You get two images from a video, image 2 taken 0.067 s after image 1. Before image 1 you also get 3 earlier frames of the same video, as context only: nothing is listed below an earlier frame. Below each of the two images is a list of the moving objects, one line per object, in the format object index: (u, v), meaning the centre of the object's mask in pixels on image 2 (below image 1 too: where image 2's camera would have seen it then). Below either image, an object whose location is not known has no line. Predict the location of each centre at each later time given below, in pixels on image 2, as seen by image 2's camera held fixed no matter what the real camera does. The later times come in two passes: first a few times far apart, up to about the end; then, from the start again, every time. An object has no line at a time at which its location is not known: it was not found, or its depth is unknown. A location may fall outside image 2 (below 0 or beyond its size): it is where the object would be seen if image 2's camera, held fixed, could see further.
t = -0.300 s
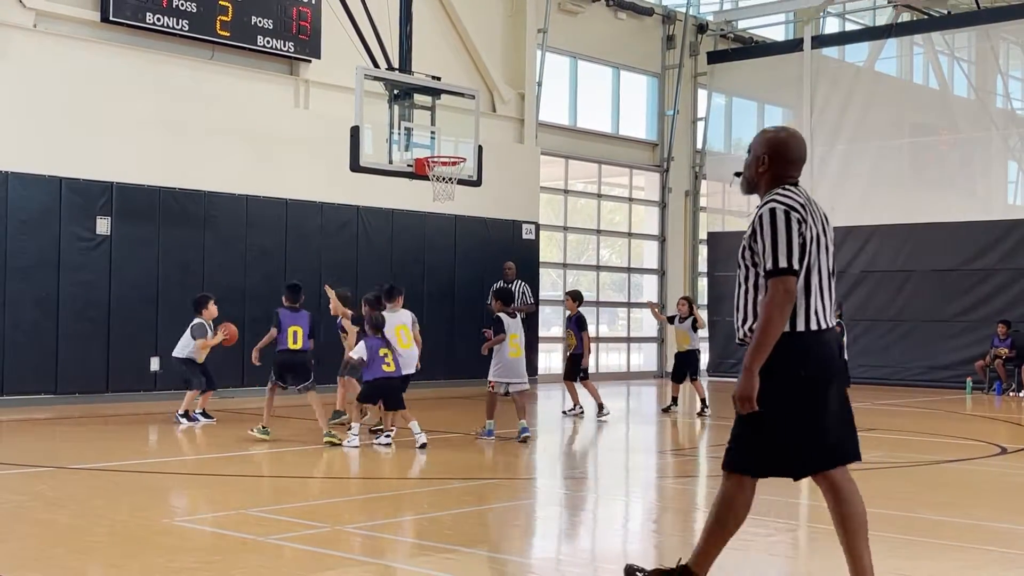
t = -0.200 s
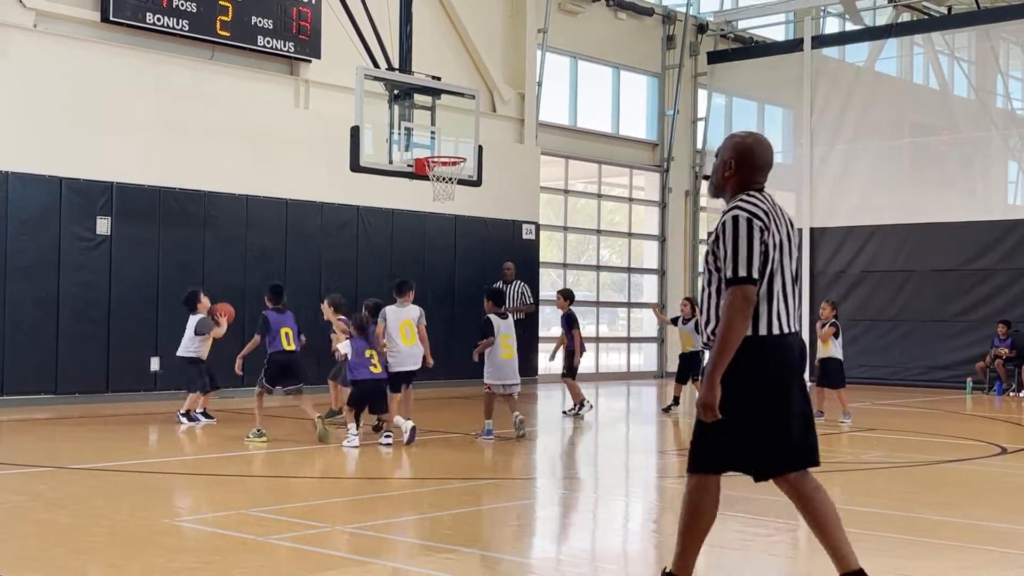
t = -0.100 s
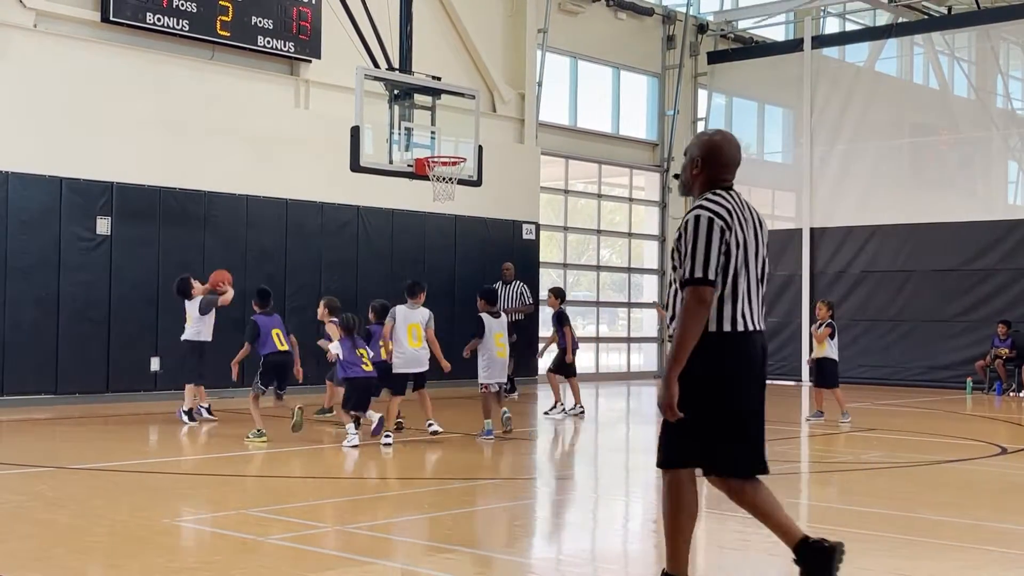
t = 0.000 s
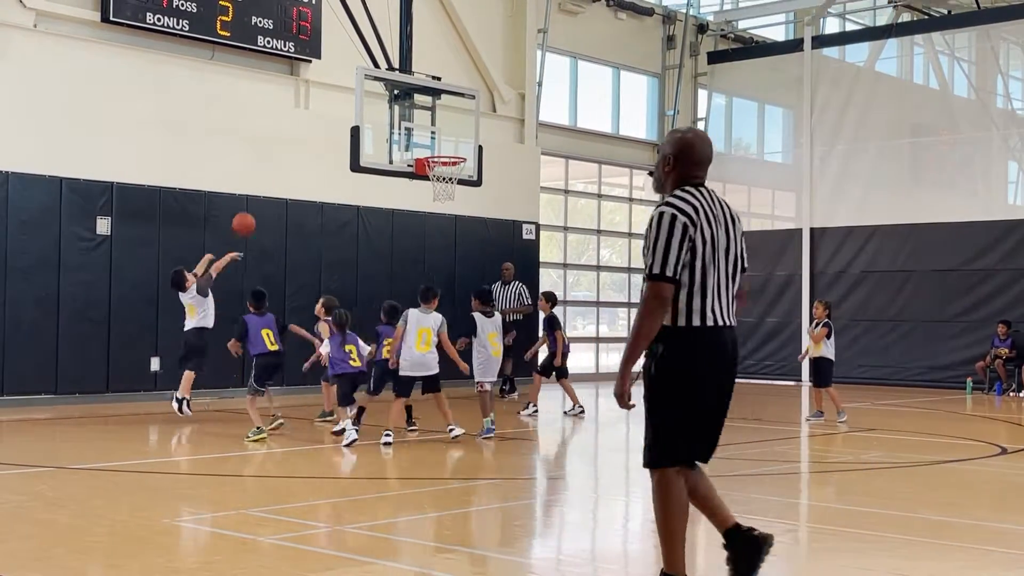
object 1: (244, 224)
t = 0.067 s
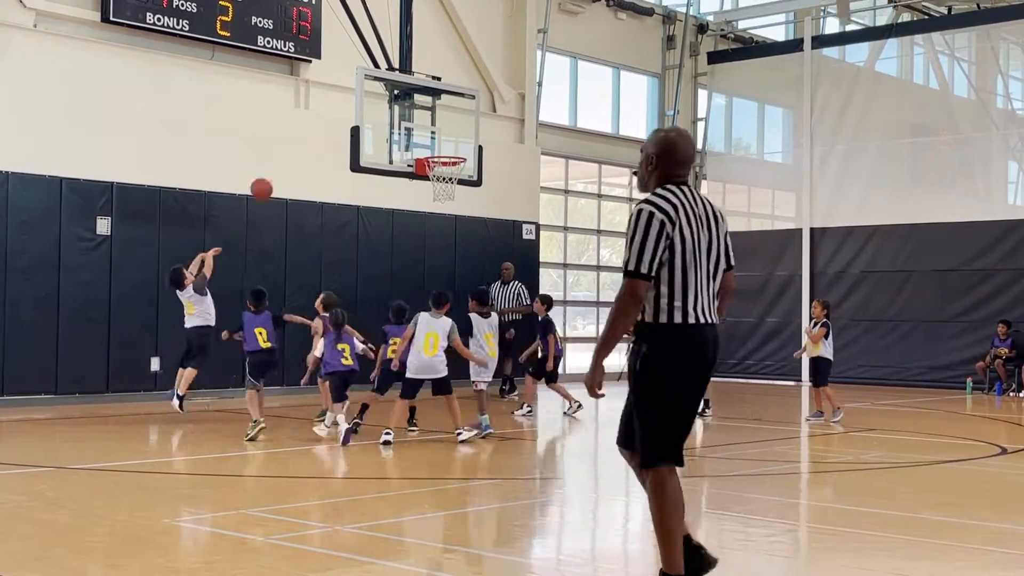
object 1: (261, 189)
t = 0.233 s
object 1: (303, 123)
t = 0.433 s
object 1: (345, 85)
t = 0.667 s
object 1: (303, 100)
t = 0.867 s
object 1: (269, 151)
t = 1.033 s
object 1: (241, 218)
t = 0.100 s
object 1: (270, 173)
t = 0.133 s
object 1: (278, 159)
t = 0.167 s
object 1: (287, 146)
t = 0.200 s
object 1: (295, 134)
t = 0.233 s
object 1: (303, 123)
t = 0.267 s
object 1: (311, 114)
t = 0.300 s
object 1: (318, 106)
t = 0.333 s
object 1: (326, 99)
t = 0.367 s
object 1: (334, 93)
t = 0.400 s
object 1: (341, 88)
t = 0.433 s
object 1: (345, 85)
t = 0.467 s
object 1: (339, 84)
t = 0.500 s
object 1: (333, 84)
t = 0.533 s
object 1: (327, 85)
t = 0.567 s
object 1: (321, 88)
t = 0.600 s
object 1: (315, 91)
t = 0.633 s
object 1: (309, 95)
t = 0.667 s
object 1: (303, 100)
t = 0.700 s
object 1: (298, 106)
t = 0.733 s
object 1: (292, 113)
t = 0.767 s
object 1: (286, 121)
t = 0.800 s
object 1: (280, 130)
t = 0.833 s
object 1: (275, 140)
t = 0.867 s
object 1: (269, 151)
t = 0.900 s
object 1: (263, 163)
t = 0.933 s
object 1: (258, 175)
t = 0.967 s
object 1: (252, 188)
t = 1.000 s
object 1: (247, 203)
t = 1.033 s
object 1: (241, 218)
